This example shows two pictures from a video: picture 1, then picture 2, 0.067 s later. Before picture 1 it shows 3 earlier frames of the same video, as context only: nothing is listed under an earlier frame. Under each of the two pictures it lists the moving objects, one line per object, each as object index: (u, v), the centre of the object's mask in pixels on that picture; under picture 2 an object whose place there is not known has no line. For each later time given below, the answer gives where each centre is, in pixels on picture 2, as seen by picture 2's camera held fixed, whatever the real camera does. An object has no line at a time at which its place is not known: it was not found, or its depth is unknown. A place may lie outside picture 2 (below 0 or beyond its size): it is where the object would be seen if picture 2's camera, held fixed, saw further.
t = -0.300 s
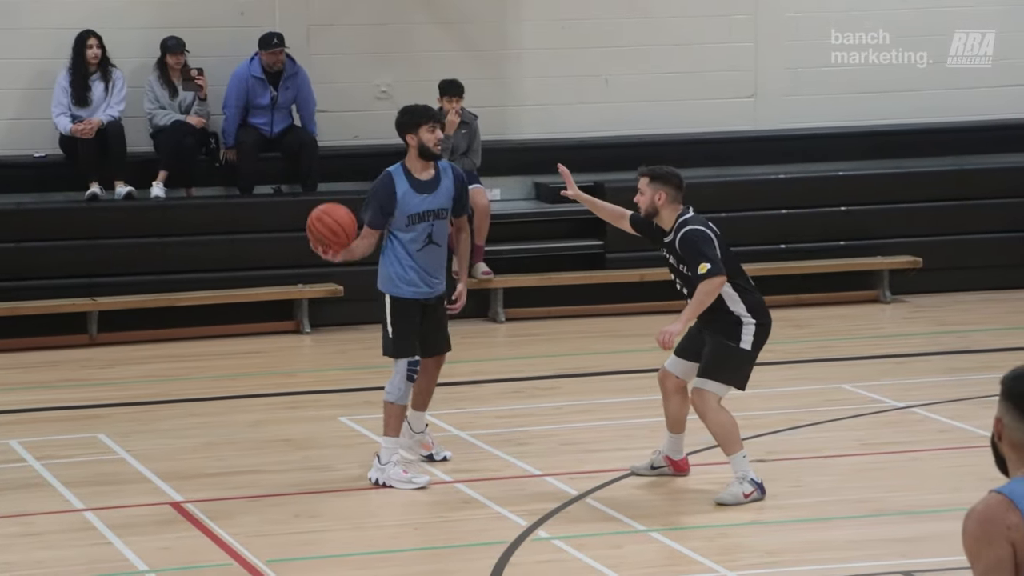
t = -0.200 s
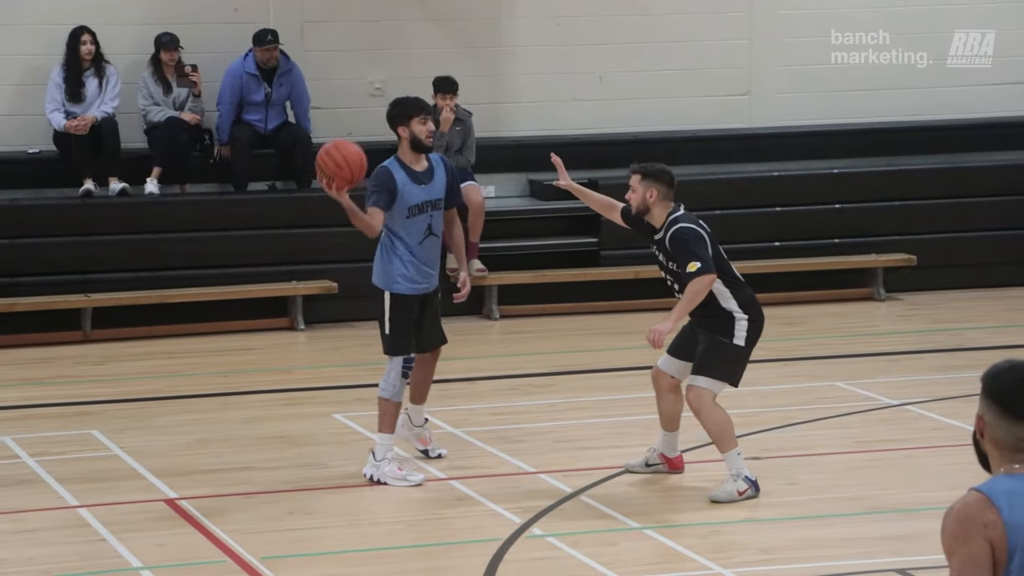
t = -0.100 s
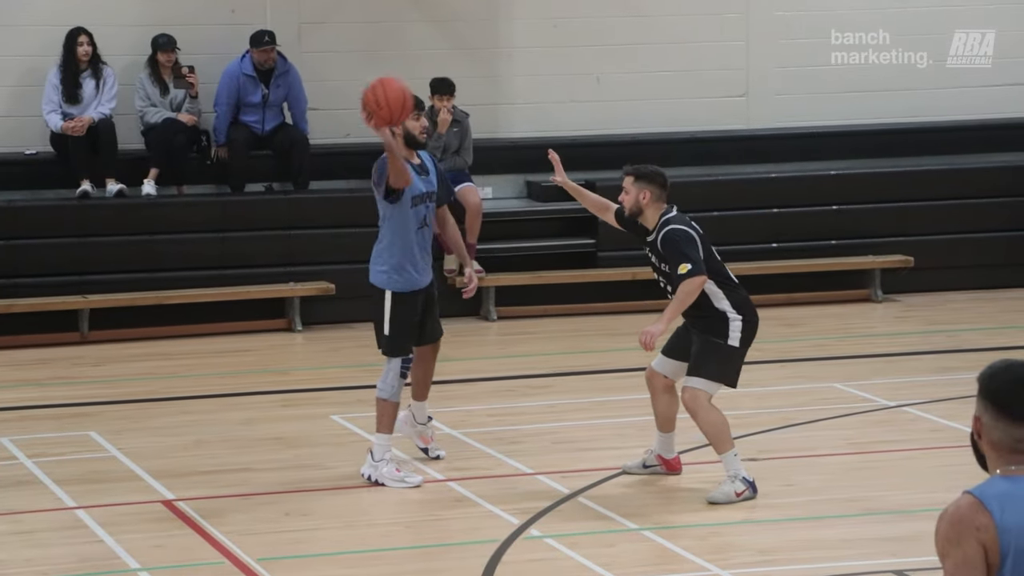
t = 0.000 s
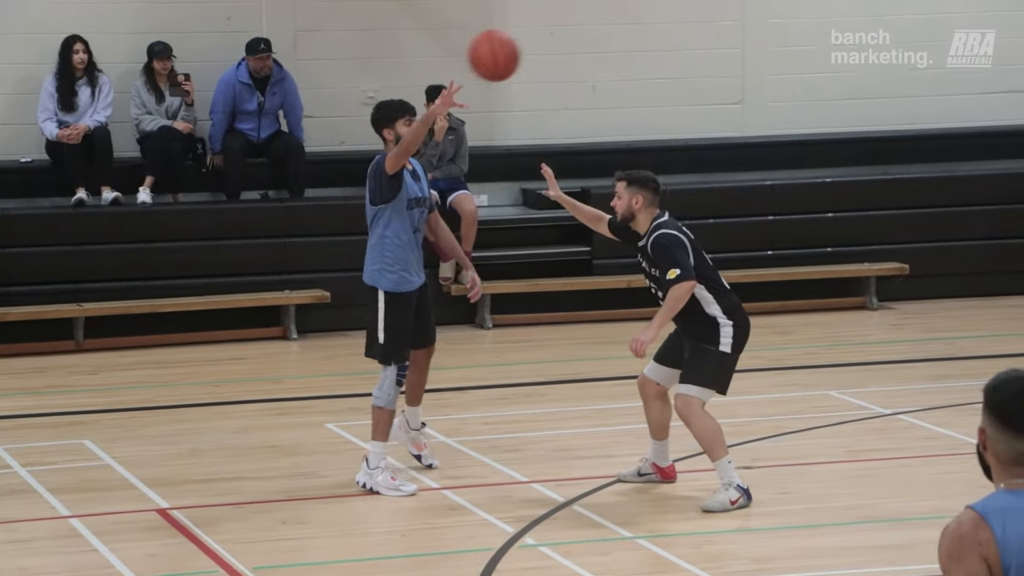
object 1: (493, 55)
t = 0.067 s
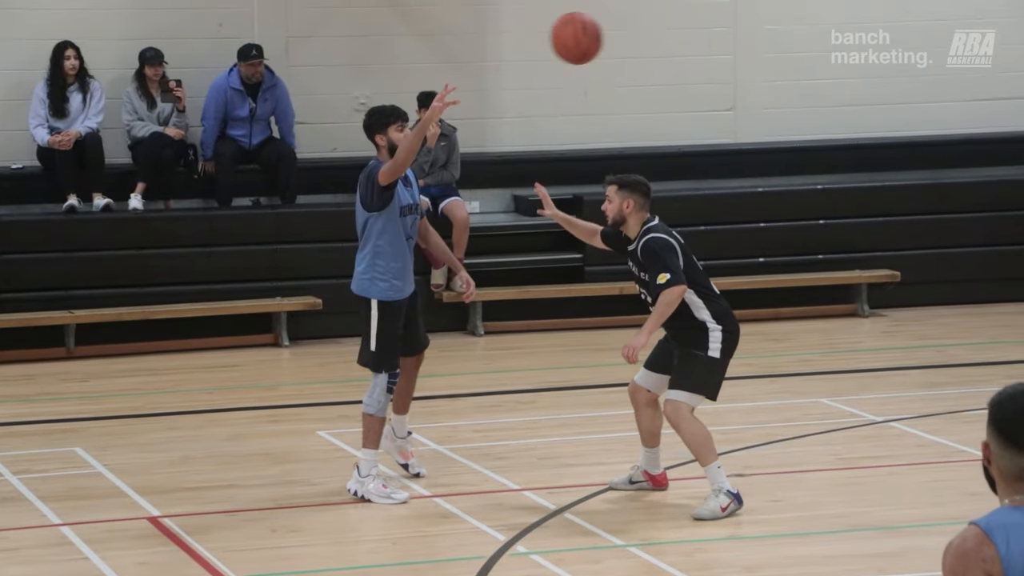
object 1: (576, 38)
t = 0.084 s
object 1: (600, 33)
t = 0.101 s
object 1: (623, 29)
